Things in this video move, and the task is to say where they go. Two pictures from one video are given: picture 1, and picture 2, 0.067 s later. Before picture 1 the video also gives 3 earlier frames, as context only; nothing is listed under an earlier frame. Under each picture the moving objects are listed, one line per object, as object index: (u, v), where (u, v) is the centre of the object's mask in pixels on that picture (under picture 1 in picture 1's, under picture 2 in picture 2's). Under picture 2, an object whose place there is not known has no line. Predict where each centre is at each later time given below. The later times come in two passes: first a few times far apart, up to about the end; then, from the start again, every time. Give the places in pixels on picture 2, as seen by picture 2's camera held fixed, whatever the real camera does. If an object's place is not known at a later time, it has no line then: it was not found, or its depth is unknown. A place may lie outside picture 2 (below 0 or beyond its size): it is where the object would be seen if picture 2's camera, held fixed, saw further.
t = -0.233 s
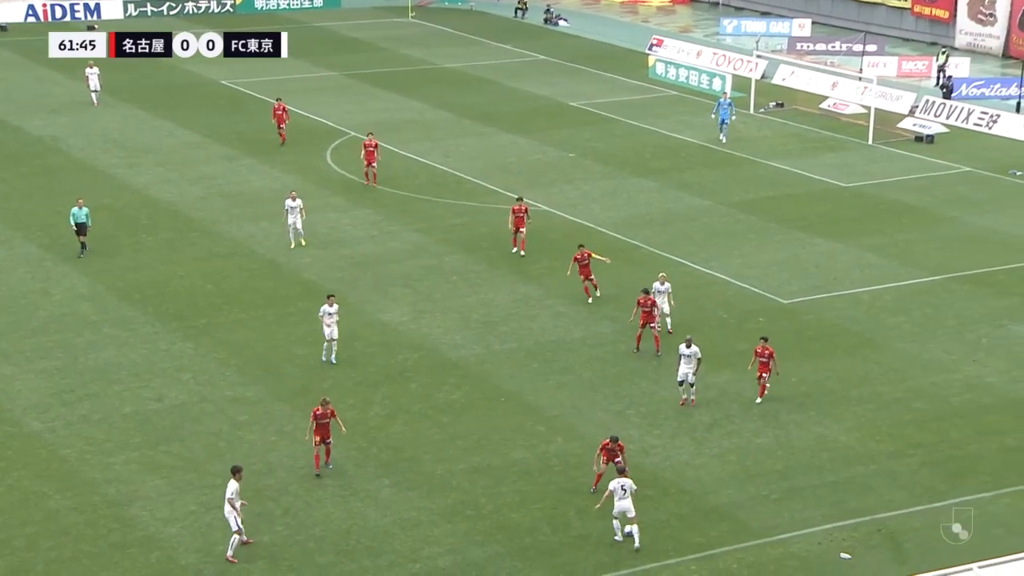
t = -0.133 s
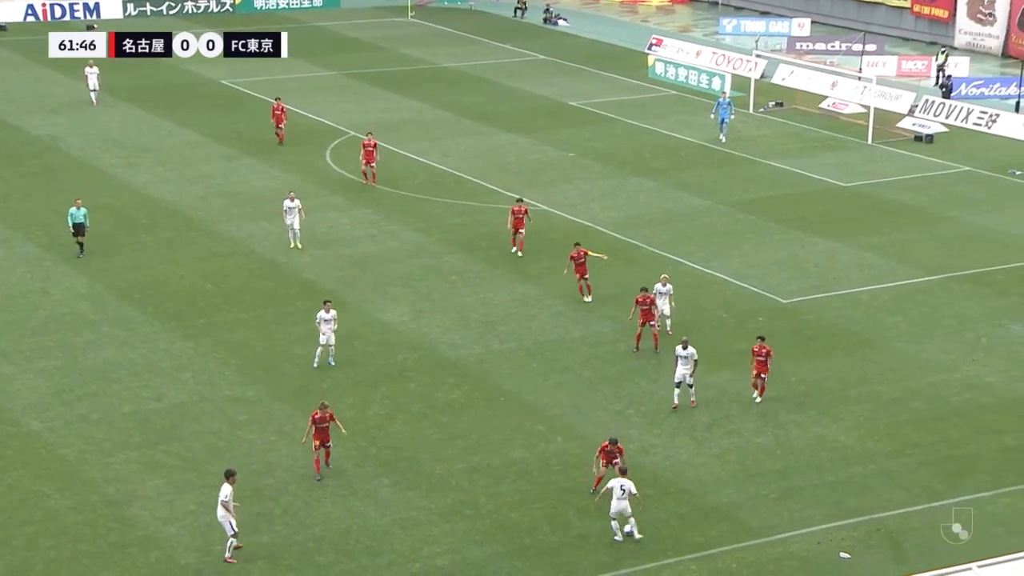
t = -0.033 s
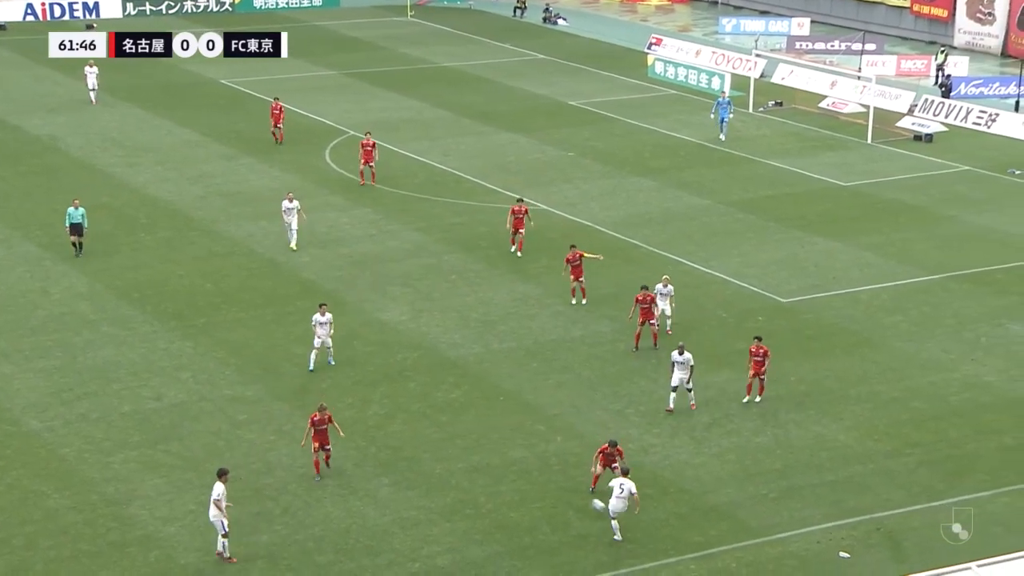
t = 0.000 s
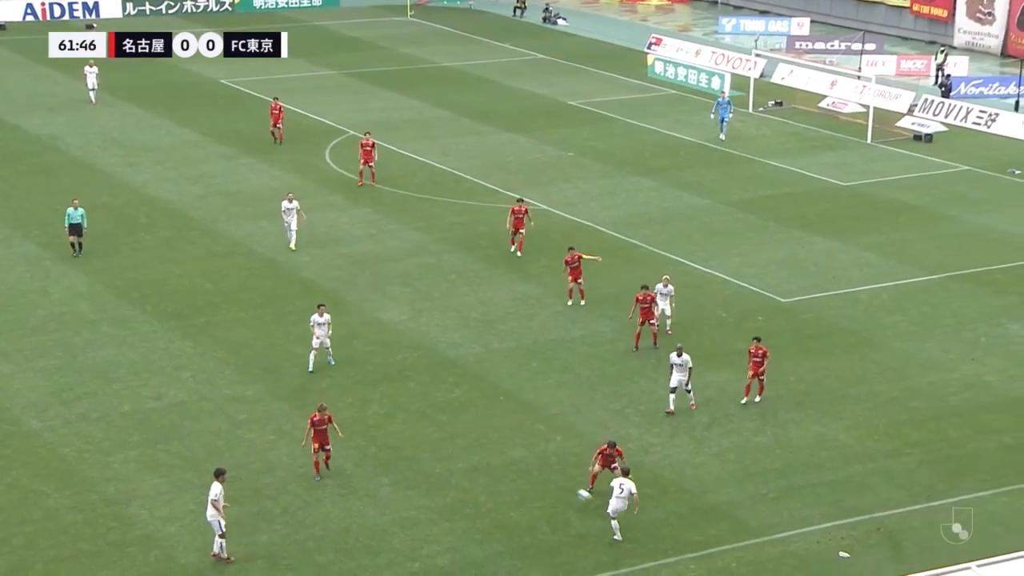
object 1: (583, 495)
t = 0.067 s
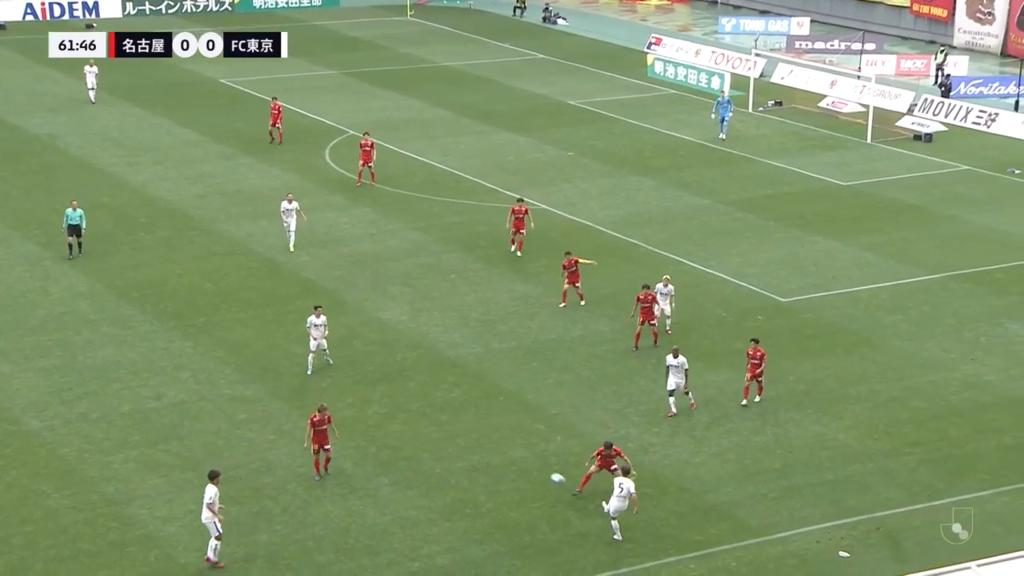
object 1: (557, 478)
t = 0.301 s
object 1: (471, 442)
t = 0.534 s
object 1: (399, 403)
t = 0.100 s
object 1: (544, 471)
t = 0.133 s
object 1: (531, 464)
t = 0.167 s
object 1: (519, 458)
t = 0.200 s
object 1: (507, 453)
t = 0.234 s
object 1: (494, 448)
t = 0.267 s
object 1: (482, 445)
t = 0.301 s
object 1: (471, 442)
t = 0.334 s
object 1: (459, 438)
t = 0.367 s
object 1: (449, 430)
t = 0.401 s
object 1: (439, 423)
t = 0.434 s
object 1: (428, 417)
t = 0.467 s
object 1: (418, 412)
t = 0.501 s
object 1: (409, 408)
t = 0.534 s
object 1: (399, 403)
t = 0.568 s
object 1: (389, 400)
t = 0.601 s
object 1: (379, 398)
